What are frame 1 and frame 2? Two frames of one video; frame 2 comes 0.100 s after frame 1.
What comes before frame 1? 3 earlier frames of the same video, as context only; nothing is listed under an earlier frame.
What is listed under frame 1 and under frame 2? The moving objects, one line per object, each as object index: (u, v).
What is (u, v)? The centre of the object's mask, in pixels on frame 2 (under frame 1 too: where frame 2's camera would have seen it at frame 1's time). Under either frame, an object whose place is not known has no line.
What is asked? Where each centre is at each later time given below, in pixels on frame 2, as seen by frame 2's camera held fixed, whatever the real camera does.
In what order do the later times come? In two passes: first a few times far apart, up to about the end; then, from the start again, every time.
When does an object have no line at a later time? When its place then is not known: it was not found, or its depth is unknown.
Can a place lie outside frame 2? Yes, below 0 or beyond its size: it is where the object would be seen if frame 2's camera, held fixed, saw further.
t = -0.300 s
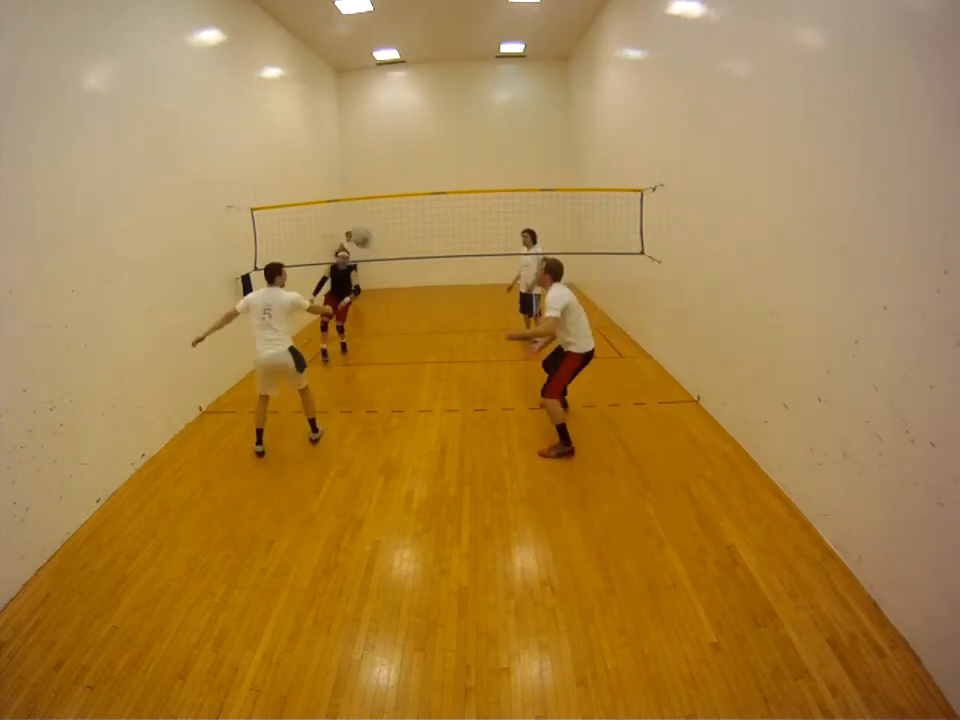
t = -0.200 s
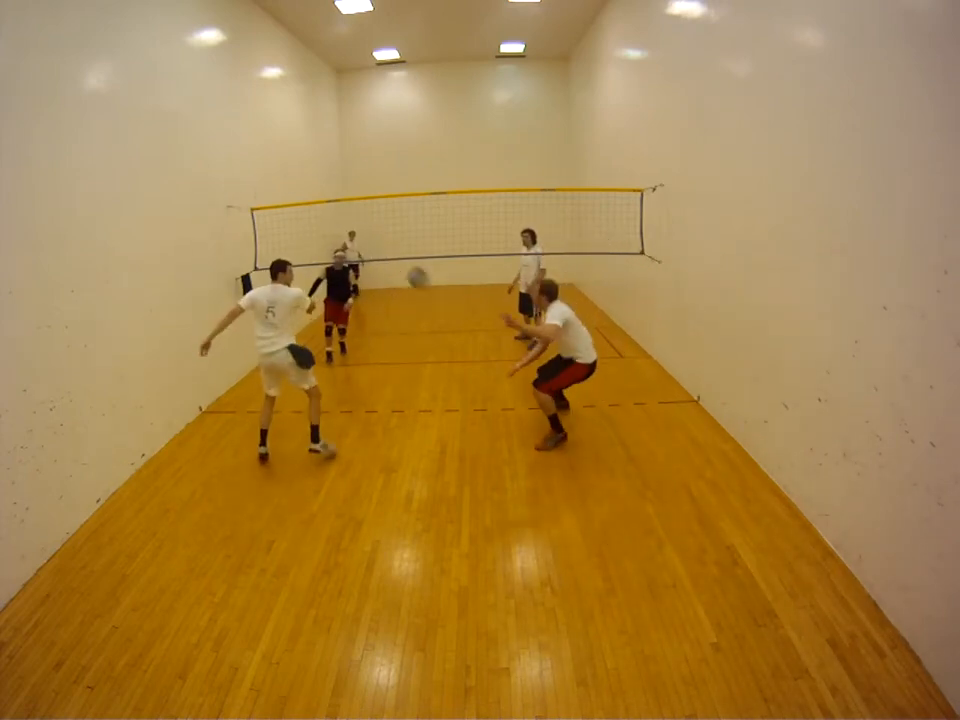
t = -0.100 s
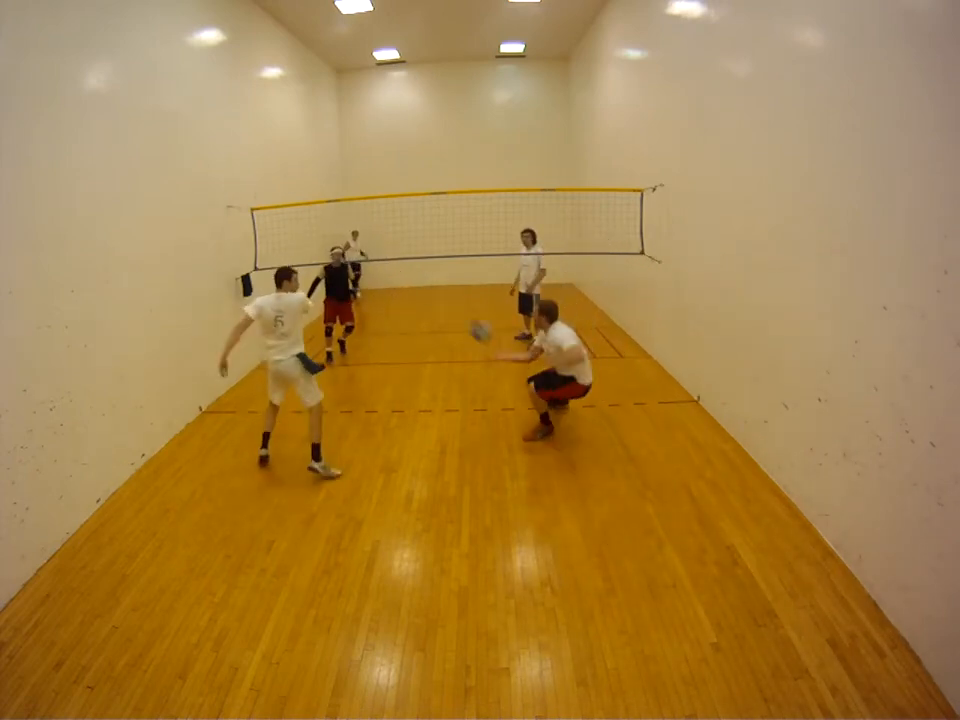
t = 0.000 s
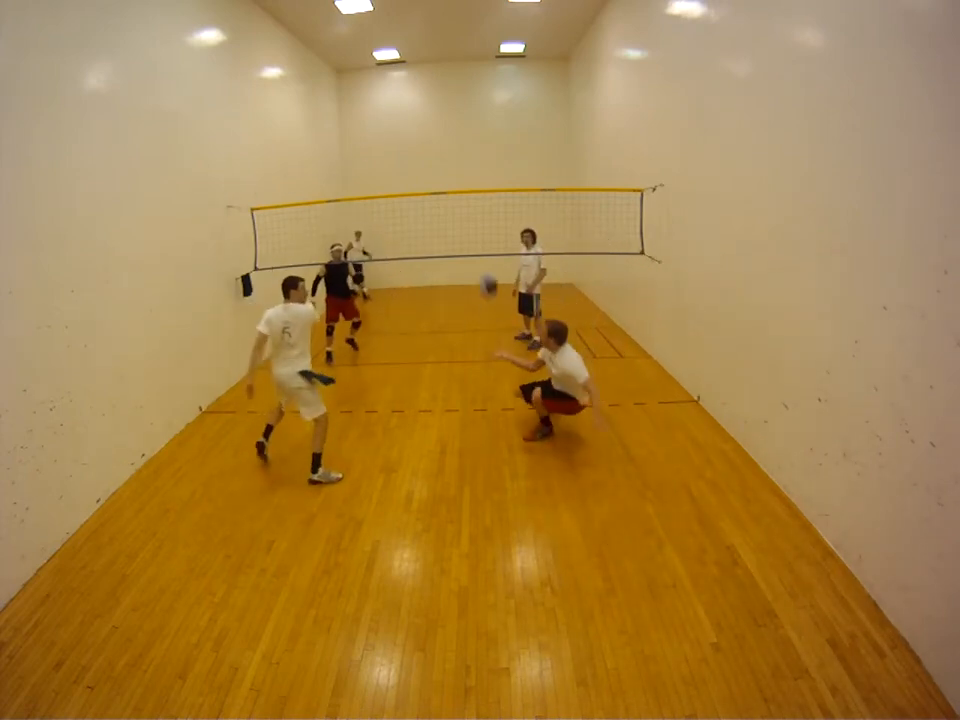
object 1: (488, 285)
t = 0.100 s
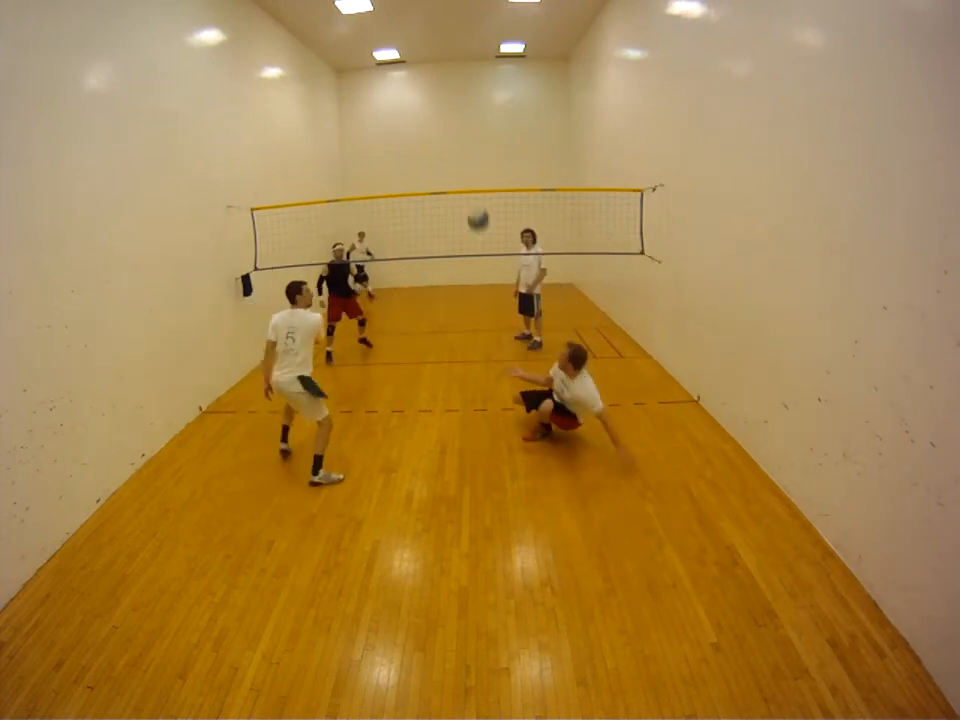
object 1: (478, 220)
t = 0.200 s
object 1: (470, 164)
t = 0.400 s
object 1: (454, 88)
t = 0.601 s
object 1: (440, 53)
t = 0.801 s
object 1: (429, 54)
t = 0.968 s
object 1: (421, 82)
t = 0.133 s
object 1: (475, 201)
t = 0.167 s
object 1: (473, 181)
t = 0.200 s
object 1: (470, 164)
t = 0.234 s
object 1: (467, 149)
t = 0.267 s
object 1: (464, 135)
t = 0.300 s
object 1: (461, 121)
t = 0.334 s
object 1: (459, 109)
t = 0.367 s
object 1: (457, 97)
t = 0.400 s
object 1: (454, 88)
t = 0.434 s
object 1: (452, 80)
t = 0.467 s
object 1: (450, 72)
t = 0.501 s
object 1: (447, 66)
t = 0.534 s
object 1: (445, 61)
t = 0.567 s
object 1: (442, 56)
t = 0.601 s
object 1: (440, 53)
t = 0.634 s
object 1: (439, 51)
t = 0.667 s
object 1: (437, 51)
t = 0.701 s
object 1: (435, 49)
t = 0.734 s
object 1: (433, 50)
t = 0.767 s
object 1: (431, 52)
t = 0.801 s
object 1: (429, 54)
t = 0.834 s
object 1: (427, 57)
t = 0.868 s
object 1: (426, 62)
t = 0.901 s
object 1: (424, 69)
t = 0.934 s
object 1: (423, 75)
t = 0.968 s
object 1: (421, 82)
